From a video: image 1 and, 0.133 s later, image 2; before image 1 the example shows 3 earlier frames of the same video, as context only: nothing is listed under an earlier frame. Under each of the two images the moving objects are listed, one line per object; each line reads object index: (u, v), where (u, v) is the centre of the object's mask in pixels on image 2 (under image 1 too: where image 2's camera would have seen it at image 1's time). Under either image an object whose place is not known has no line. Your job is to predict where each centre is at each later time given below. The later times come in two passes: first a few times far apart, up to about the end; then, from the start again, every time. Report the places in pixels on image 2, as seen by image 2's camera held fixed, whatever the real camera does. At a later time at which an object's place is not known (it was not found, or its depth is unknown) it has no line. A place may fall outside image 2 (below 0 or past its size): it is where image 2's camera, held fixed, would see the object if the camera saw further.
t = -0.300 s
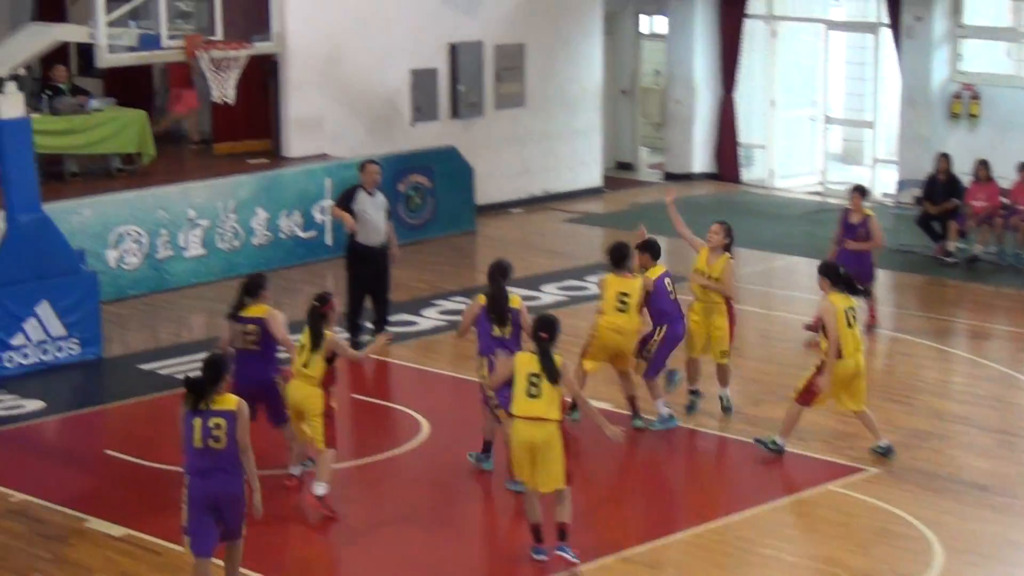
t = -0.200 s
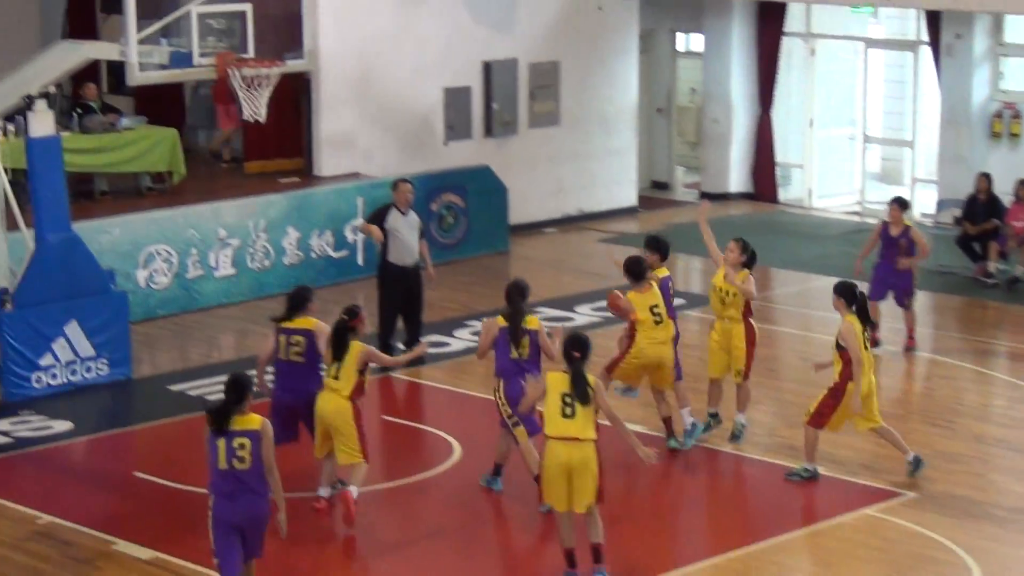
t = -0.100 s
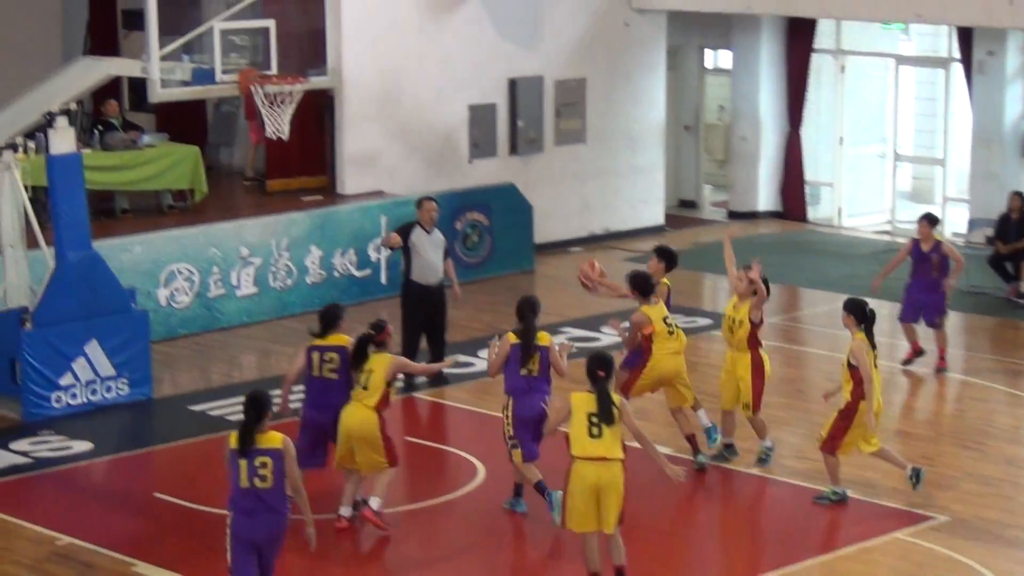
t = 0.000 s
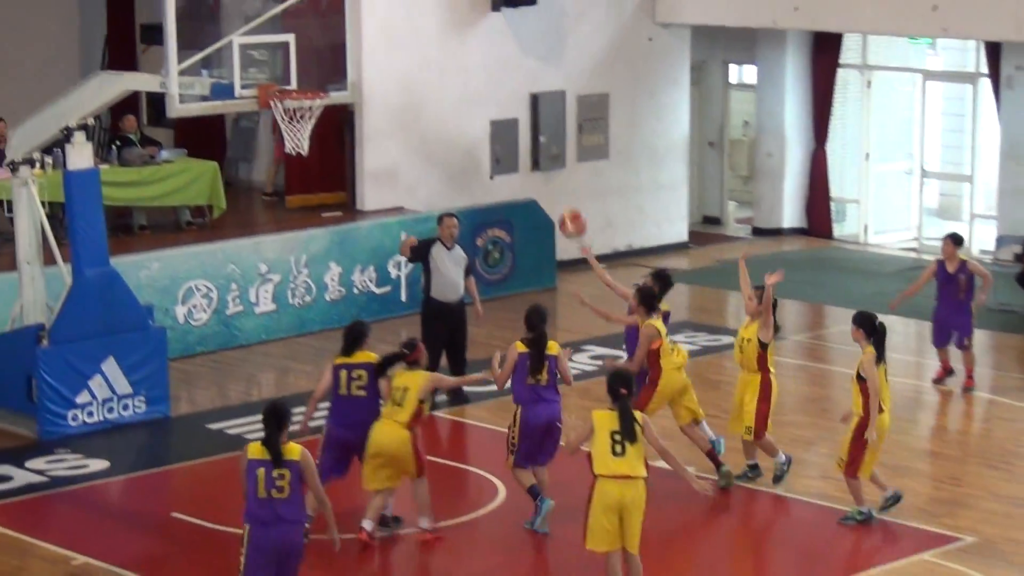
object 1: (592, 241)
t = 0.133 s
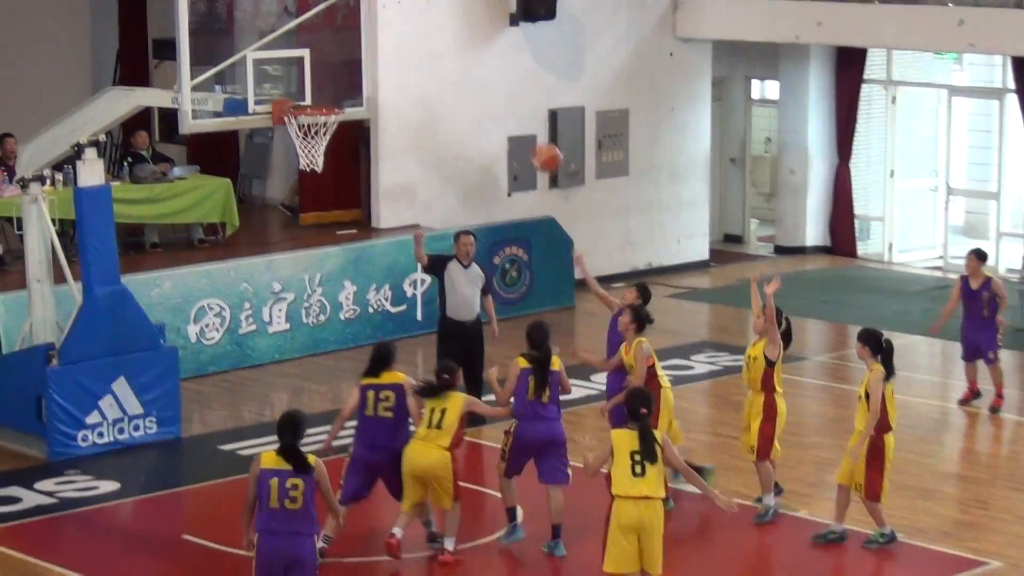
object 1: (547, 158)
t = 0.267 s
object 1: (499, 94)
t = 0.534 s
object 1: (404, 31)
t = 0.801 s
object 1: (308, 60)
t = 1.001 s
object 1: (236, 145)
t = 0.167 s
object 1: (536, 140)
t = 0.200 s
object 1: (523, 123)
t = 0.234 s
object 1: (511, 108)
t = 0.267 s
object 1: (499, 94)
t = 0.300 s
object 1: (487, 81)
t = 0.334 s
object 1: (475, 69)
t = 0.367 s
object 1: (463, 59)
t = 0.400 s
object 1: (451, 51)
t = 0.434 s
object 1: (439, 44)
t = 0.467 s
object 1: (427, 38)
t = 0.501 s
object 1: (416, 34)
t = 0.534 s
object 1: (404, 31)
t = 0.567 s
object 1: (392, 30)
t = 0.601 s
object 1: (380, 30)
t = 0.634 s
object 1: (368, 31)
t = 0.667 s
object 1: (356, 34)
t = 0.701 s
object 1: (345, 38)
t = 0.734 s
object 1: (333, 43)
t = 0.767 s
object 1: (321, 51)
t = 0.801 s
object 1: (308, 60)
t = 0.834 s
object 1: (296, 71)
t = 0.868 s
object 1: (285, 82)
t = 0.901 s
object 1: (273, 96)
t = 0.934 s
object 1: (263, 110)
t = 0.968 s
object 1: (247, 127)
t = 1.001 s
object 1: (236, 145)
